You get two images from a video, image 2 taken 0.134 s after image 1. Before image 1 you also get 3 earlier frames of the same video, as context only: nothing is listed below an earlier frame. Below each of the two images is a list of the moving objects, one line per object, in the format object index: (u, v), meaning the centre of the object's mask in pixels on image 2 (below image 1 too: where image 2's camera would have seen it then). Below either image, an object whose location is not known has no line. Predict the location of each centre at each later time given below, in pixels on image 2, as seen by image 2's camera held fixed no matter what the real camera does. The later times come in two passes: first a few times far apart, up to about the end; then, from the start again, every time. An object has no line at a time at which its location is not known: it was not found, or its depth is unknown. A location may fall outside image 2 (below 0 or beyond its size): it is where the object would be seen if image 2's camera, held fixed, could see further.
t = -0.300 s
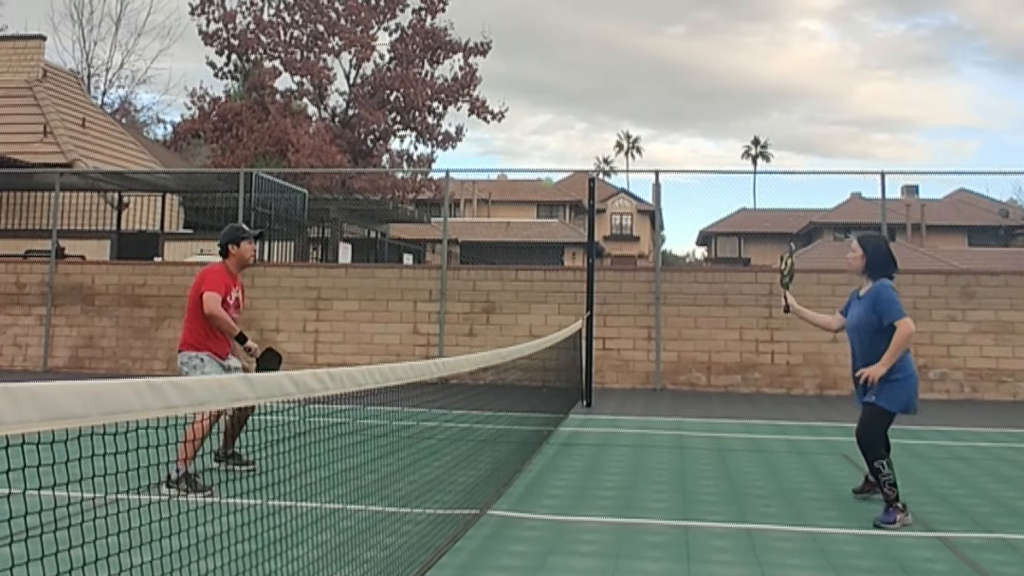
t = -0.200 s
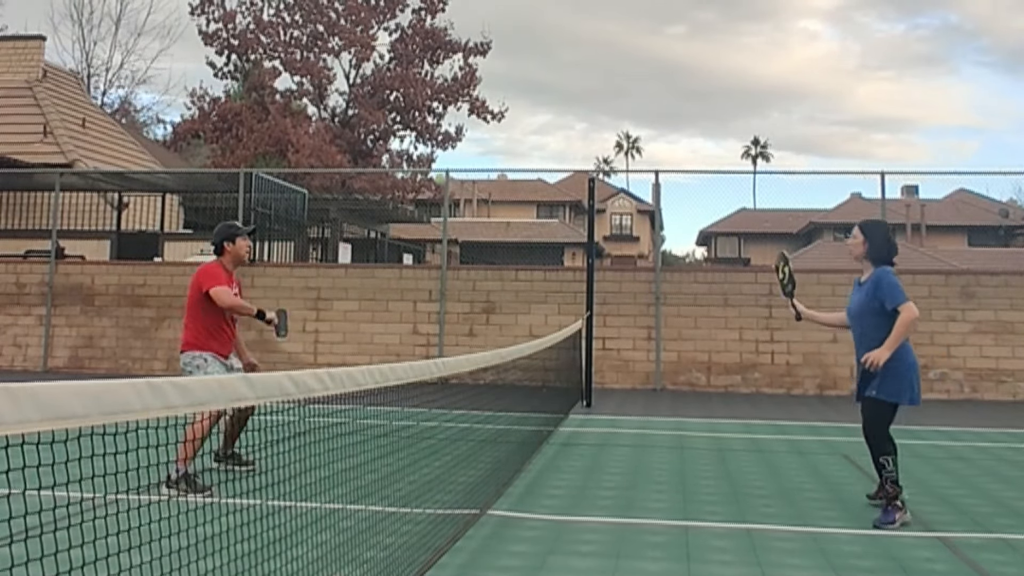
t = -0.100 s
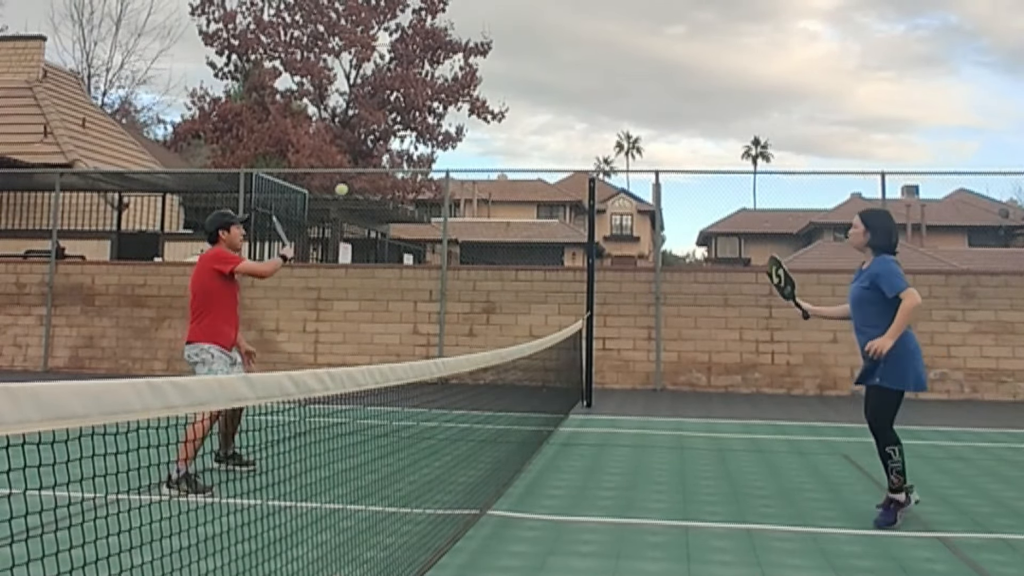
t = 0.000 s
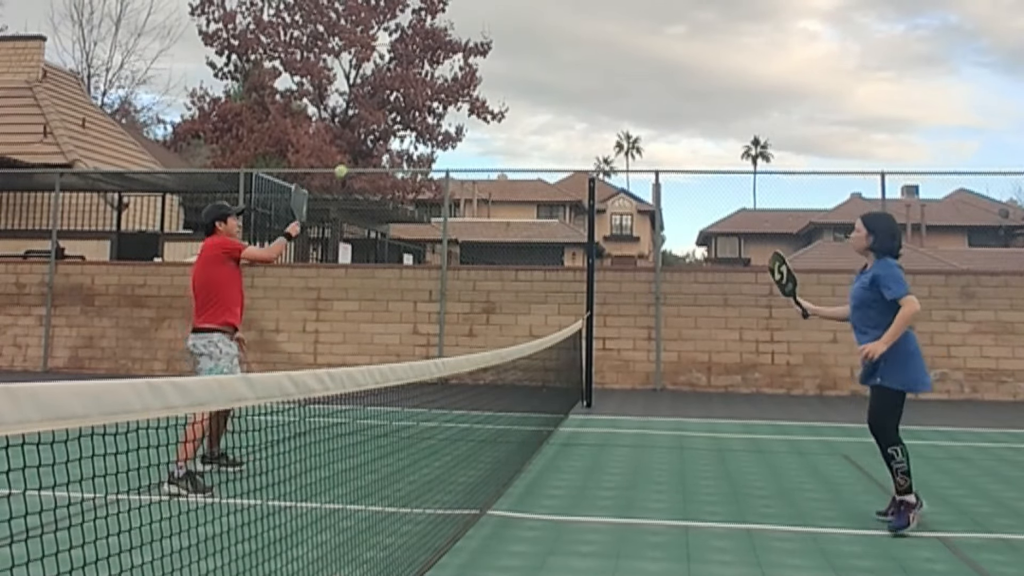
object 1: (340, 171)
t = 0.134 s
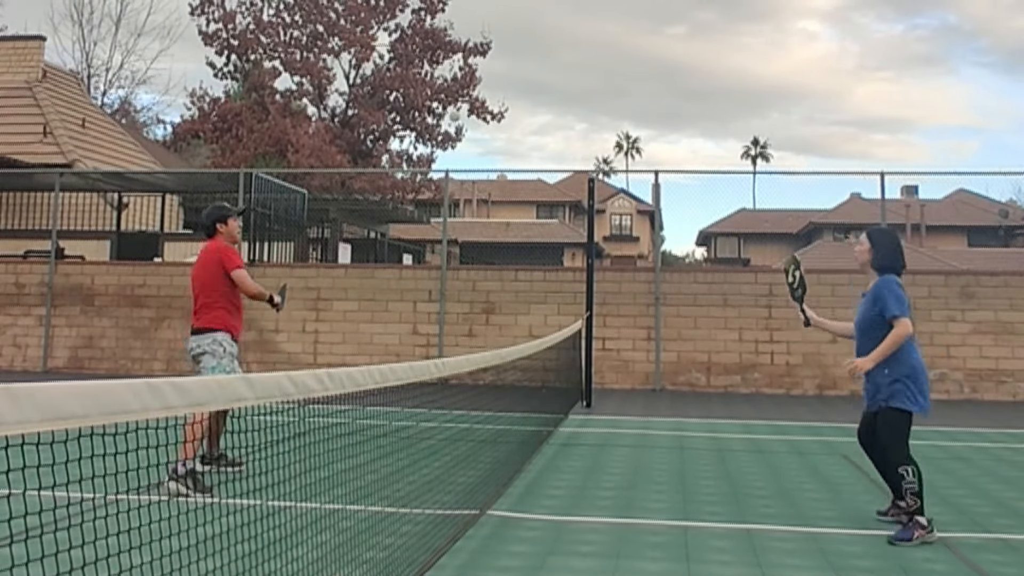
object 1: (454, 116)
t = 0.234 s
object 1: (542, 93)
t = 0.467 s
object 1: (748, 100)
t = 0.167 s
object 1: (482, 106)
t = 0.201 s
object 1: (512, 99)
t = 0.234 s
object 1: (542, 93)
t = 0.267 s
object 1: (570, 89)
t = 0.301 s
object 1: (600, 86)
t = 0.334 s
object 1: (629, 86)
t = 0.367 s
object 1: (659, 86)
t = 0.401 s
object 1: (688, 89)
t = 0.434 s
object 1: (718, 93)
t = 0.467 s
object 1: (748, 100)
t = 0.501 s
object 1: (779, 108)
